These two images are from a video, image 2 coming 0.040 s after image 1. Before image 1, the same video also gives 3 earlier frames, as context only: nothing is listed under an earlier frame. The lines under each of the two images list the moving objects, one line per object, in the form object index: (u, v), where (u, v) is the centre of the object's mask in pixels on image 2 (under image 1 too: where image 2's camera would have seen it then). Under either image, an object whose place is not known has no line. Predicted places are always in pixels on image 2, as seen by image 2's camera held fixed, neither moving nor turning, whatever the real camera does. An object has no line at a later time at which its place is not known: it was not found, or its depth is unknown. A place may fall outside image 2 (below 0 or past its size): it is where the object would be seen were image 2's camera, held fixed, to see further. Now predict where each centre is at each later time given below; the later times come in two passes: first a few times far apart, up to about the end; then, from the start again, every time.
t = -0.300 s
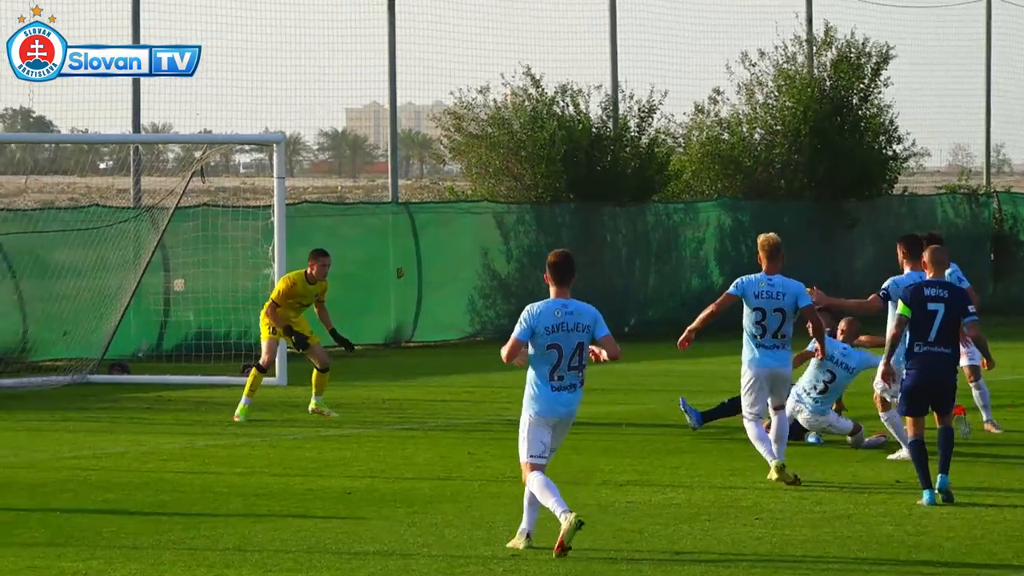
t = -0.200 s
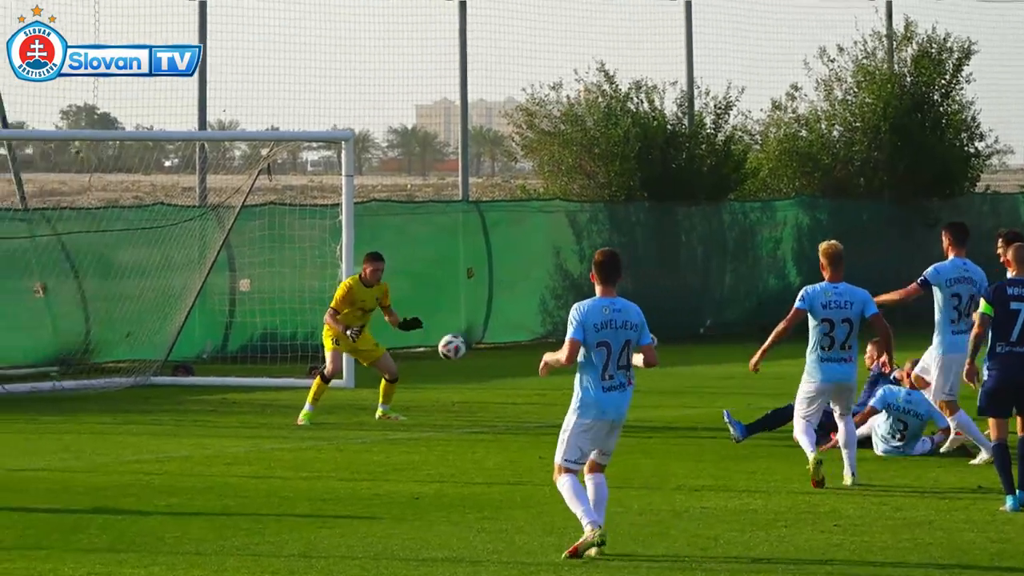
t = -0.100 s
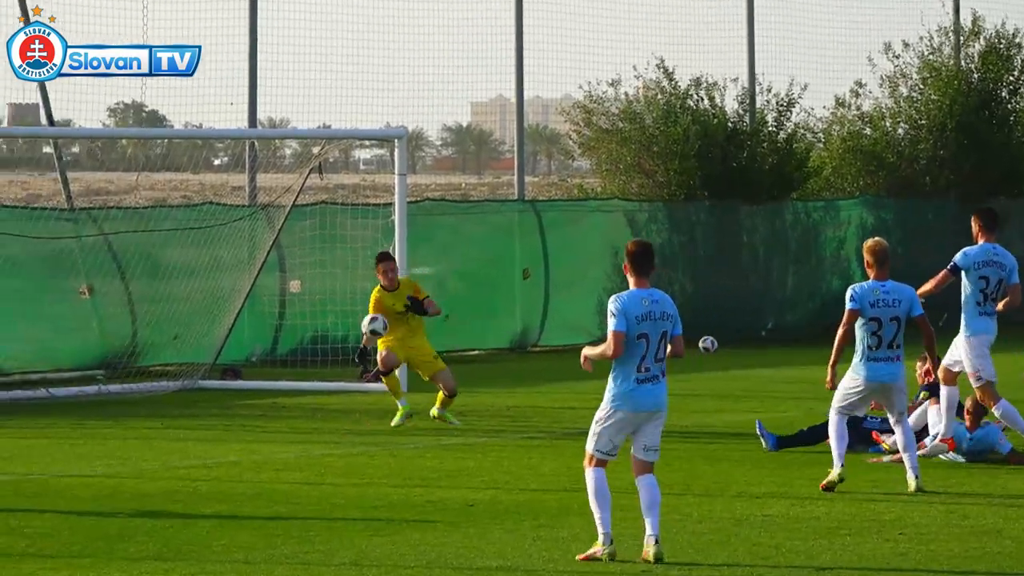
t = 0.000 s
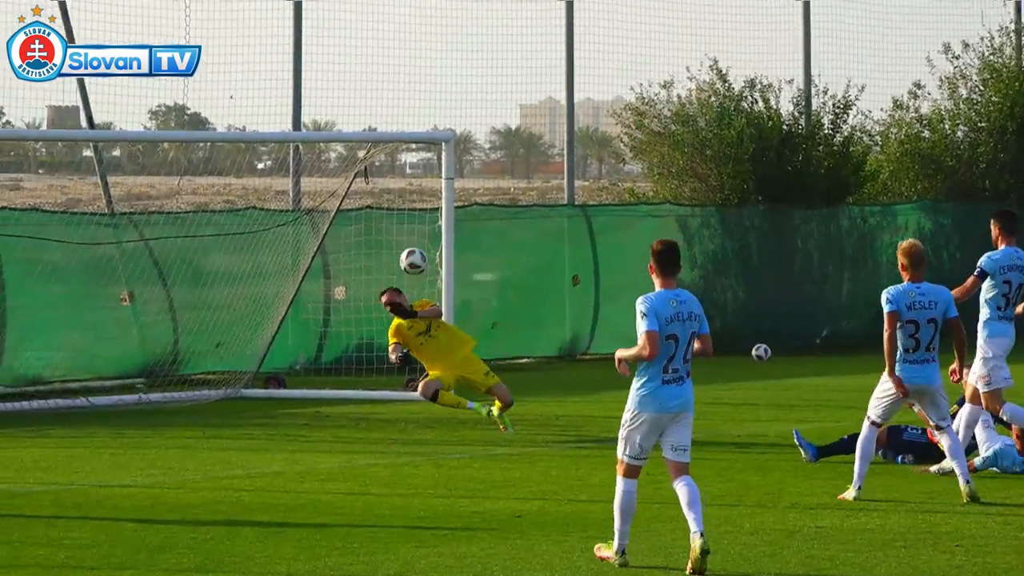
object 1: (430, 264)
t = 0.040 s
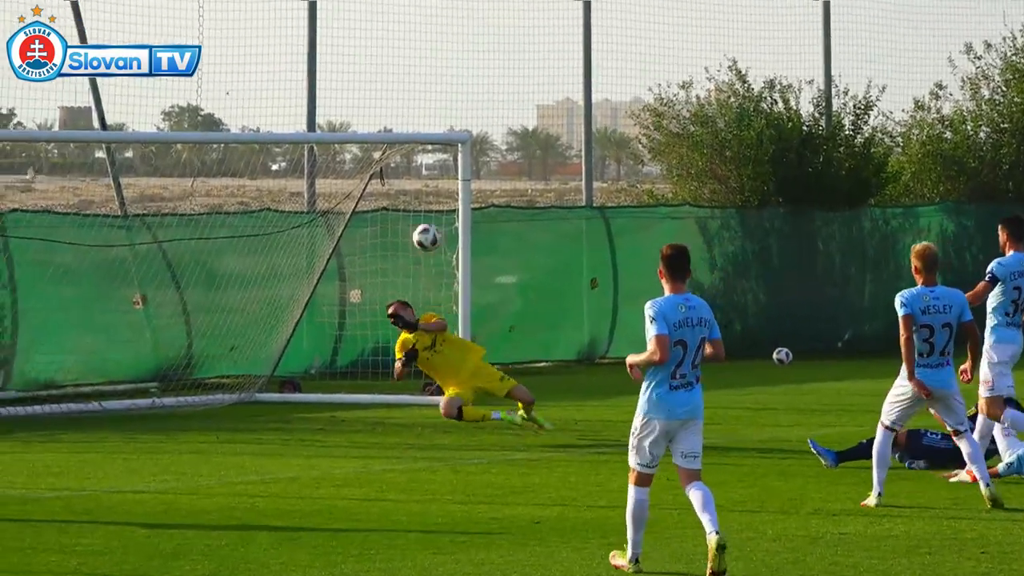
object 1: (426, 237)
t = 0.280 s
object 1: (406, 120)
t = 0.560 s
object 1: (382, 71)
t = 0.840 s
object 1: (359, 125)
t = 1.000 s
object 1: (345, 204)
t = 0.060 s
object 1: (424, 224)
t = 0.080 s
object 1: (422, 212)
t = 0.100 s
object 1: (420, 201)
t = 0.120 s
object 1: (419, 189)
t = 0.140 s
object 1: (417, 179)
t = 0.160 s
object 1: (416, 169)
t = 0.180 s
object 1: (414, 160)
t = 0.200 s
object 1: (413, 151)
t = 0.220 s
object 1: (410, 143)
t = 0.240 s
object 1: (409, 135)
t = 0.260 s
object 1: (407, 127)
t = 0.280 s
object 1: (406, 120)
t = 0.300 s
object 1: (404, 113)
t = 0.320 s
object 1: (402, 107)
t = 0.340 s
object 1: (401, 101)
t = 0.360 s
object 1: (399, 96)
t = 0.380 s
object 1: (398, 91)
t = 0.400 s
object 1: (396, 87)
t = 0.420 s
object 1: (394, 83)
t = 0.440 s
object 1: (392, 79)
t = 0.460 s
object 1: (390, 77)
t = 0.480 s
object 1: (389, 74)
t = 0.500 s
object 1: (388, 73)
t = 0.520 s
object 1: (386, 72)
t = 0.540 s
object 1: (384, 71)
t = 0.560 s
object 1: (382, 71)
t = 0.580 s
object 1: (380, 71)
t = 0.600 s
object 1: (380, 72)
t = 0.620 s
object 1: (377, 74)
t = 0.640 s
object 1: (376, 75)
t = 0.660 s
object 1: (374, 78)
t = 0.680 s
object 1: (372, 81)
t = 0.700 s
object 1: (371, 85)
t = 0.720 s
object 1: (369, 89)
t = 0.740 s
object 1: (368, 94)
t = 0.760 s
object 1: (365, 99)
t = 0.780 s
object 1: (364, 105)
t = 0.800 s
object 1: (362, 111)
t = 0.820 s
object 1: (361, 118)
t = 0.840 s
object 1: (359, 125)
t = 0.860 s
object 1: (357, 133)
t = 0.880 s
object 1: (354, 141)
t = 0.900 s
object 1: (352, 150)
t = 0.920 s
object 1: (351, 159)
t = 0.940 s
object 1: (349, 170)
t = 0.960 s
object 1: (348, 181)
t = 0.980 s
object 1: (347, 192)
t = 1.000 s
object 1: (345, 204)
